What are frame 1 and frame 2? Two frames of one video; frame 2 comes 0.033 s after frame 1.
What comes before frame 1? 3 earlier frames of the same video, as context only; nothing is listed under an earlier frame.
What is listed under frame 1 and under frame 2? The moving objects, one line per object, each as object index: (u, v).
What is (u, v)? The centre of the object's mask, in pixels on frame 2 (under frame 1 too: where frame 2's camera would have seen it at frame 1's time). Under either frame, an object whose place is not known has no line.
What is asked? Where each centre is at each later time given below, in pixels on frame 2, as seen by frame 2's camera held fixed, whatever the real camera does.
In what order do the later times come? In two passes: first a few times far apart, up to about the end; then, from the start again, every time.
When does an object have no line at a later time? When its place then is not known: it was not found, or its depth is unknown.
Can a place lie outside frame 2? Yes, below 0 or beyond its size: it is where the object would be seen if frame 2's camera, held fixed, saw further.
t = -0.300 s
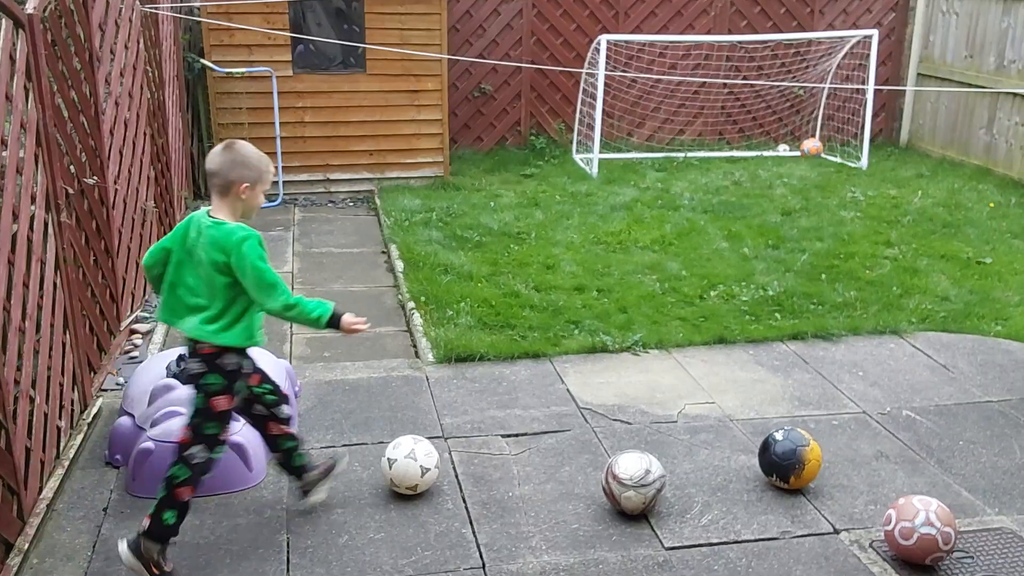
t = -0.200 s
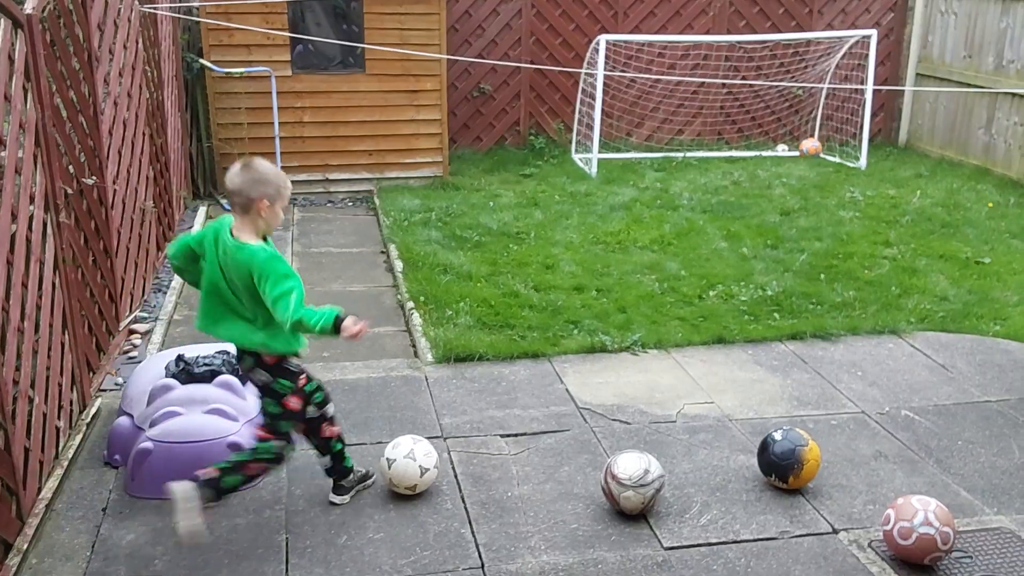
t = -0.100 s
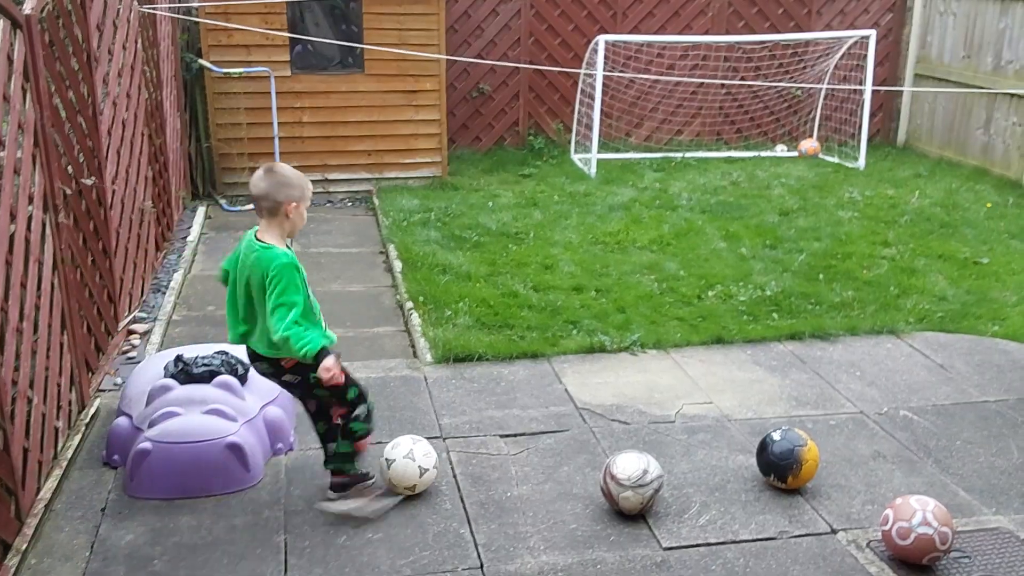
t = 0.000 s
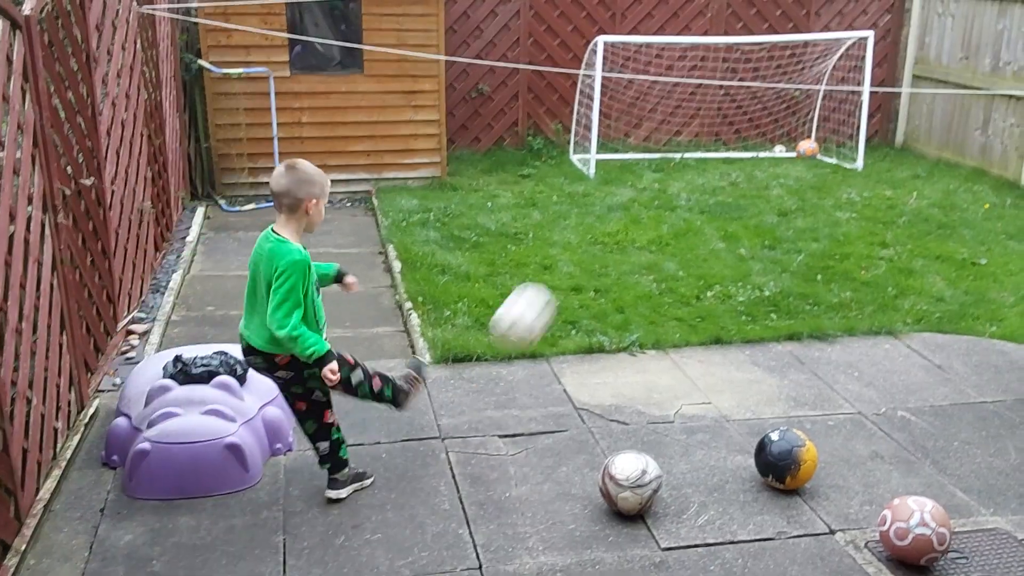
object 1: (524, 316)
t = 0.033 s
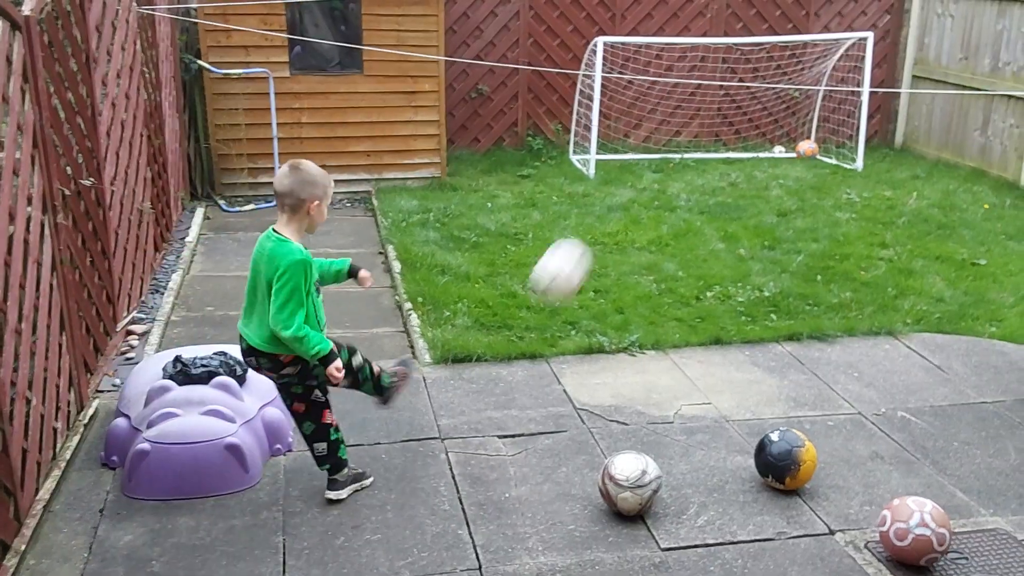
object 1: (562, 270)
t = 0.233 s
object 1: (727, 103)
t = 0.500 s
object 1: (859, 57)
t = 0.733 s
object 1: (920, 102)
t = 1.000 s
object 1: (944, 141)
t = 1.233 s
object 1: (893, 117)
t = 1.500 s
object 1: (833, 149)
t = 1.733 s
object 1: (849, 135)
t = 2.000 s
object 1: (872, 144)
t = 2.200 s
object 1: (885, 146)
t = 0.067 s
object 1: (595, 230)
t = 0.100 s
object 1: (625, 196)
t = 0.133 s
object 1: (653, 166)
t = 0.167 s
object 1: (680, 140)
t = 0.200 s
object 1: (704, 120)
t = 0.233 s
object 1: (727, 103)
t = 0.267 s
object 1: (748, 89)
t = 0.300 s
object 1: (767, 78)
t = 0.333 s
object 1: (787, 68)
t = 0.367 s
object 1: (803, 62)
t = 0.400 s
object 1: (819, 58)
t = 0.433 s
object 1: (833, 56)
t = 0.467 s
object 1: (847, 56)
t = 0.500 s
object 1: (859, 57)
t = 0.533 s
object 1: (871, 60)
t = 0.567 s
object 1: (881, 64)
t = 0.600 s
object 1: (890, 69)
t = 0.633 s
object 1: (899, 76)
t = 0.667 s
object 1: (906, 82)
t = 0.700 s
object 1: (913, 92)
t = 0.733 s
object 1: (920, 102)
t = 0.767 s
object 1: (925, 113)
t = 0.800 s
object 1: (930, 124)
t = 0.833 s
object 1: (934, 137)
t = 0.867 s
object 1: (939, 150)
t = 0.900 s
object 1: (943, 162)
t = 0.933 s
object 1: (948, 157)
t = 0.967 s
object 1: (950, 150)
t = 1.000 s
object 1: (944, 141)
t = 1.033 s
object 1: (937, 134)
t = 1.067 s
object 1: (930, 128)
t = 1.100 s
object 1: (922, 123)
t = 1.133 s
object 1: (915, 119)
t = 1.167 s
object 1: (908, 116)
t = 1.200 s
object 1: (900, 116)
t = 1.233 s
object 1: (893, 117)
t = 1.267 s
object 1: (884, 118)
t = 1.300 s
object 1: (877, 120)
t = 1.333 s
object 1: (871, 122)
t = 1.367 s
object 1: (861, 126)
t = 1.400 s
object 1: (849, 133)
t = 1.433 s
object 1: (844, 139)
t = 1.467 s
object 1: (837, 147)
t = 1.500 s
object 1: (833, 149)
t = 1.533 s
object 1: (836, 144)
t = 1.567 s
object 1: (839, 139)
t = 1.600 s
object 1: (842, 137)
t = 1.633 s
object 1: (845, 134)
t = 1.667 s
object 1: (847, 133)
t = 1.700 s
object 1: (848, 133)
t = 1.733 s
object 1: (849, 135)
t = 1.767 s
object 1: (851, 136)
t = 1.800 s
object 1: (855, 139)
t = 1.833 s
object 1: (856, 143)
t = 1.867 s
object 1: (859, 141)
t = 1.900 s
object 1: (864, 141)
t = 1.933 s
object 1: (867, 141)
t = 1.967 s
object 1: (870, 142)
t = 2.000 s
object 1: (872, 144)
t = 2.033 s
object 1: (875, 146)
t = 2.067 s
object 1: (878, 146)
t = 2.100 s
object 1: (880, 146)
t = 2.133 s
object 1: (882, 146)
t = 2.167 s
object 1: (884, 145)
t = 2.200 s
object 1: (885, 146)
